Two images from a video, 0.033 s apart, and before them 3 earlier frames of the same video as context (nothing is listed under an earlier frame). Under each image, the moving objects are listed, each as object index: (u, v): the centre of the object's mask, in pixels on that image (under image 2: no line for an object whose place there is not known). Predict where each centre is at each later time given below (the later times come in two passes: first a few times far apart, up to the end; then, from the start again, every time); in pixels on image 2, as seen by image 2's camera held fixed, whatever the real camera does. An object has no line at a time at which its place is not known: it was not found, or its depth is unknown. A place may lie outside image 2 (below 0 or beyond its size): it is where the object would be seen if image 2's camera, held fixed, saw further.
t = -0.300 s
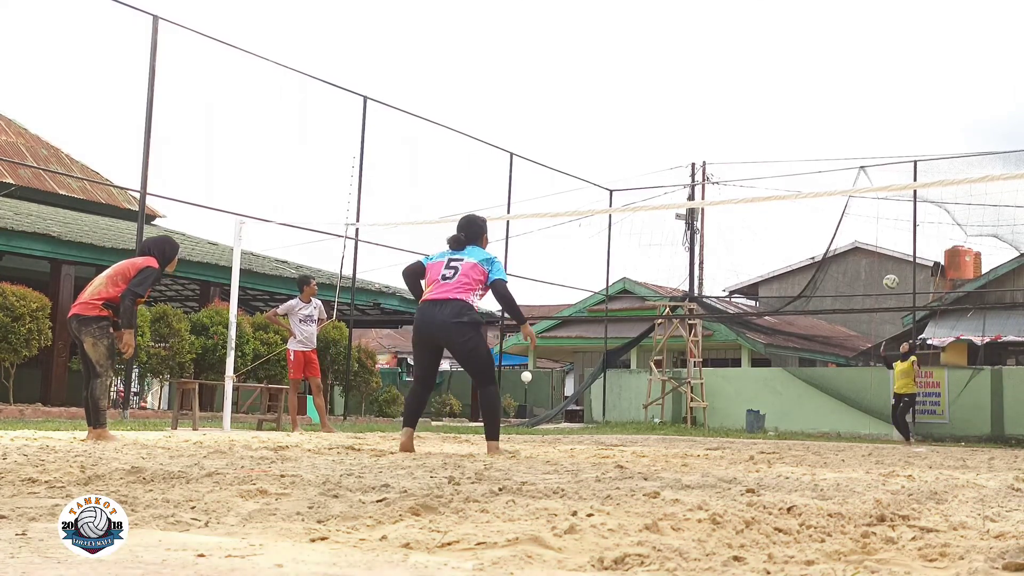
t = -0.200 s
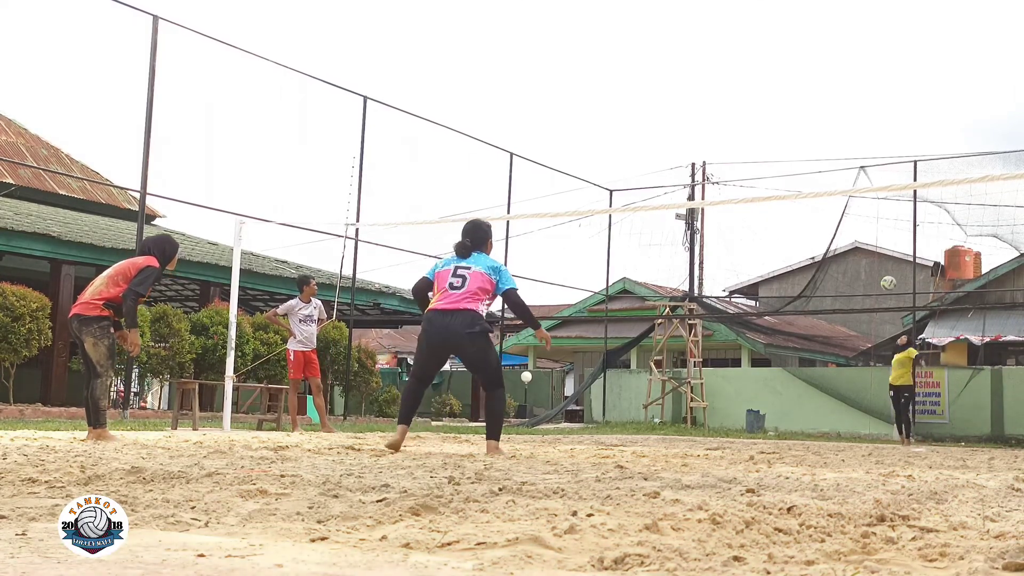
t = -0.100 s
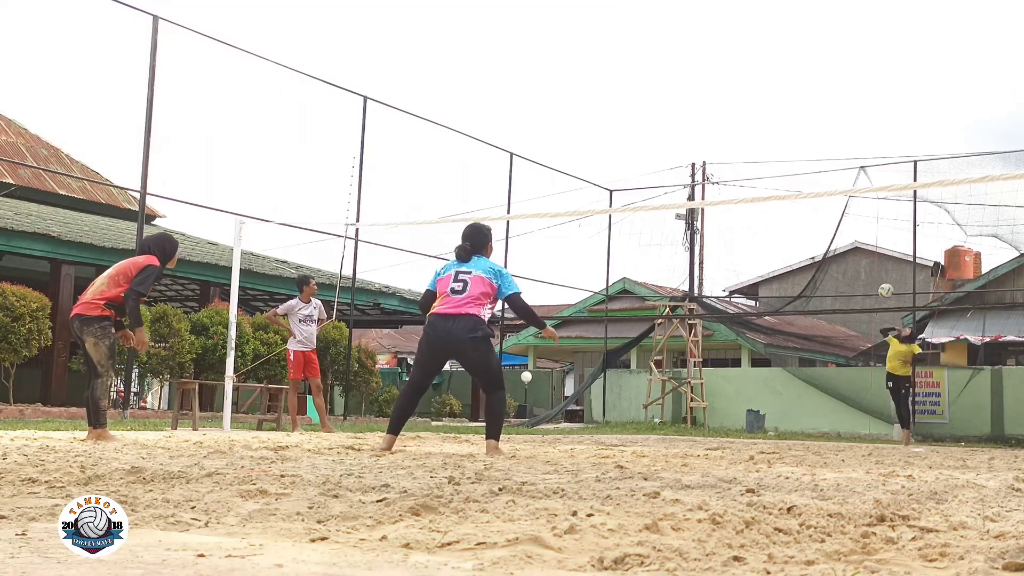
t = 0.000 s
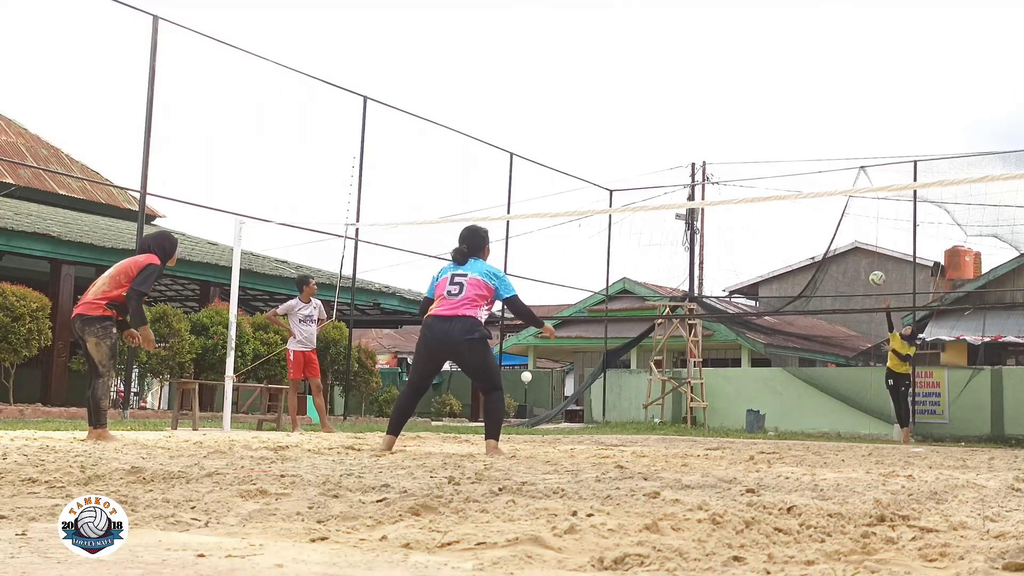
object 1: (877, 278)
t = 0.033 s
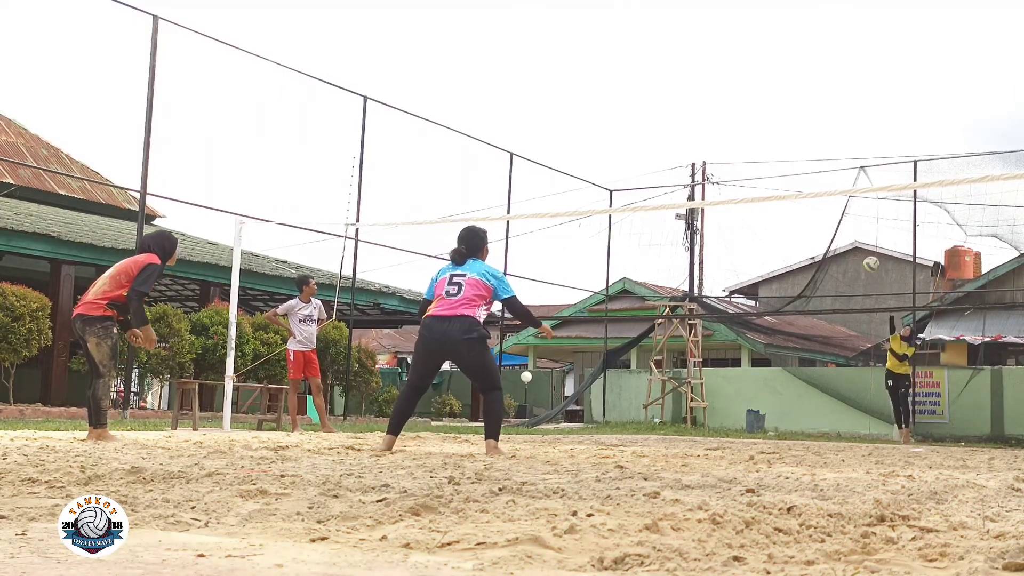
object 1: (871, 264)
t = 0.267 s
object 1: (824, 170)
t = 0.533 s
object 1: (744, 89)
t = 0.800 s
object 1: (627, 63)
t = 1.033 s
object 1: (473, 111)
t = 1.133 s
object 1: (382, 163)
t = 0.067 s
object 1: (864, 250)
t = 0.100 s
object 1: (859, 236)
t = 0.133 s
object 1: (852, 222)
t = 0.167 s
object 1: (845, 208)
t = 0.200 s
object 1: (839, 198)
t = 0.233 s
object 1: (831, 182)
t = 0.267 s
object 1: (824, 170)
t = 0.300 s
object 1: (815, 158)
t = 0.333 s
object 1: (806, 146)
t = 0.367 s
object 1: (797, 135)
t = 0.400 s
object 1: (787, 125)
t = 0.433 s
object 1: (777, 115)
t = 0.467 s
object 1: (766, 106)
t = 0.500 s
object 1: (756, 97)
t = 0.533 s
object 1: (744, 89)
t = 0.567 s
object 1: (732, 83)
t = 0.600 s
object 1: (719, 77)
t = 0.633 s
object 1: (705, 72)
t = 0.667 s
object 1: (691, 67)
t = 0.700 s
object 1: (676, 65)
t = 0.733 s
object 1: (660, 63)
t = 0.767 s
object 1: (644, 63)
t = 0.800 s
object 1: (627, 63)
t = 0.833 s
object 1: (609, 65)
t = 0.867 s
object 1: (590, 69)
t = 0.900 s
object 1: (569, 73)
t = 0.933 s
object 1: (548, 80)
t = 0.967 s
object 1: (525, 88)
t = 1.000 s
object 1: (500, 98)
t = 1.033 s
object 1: (473, 111)
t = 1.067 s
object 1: (445, 126)
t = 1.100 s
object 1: (415, 143)
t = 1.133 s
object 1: (382, 163)
